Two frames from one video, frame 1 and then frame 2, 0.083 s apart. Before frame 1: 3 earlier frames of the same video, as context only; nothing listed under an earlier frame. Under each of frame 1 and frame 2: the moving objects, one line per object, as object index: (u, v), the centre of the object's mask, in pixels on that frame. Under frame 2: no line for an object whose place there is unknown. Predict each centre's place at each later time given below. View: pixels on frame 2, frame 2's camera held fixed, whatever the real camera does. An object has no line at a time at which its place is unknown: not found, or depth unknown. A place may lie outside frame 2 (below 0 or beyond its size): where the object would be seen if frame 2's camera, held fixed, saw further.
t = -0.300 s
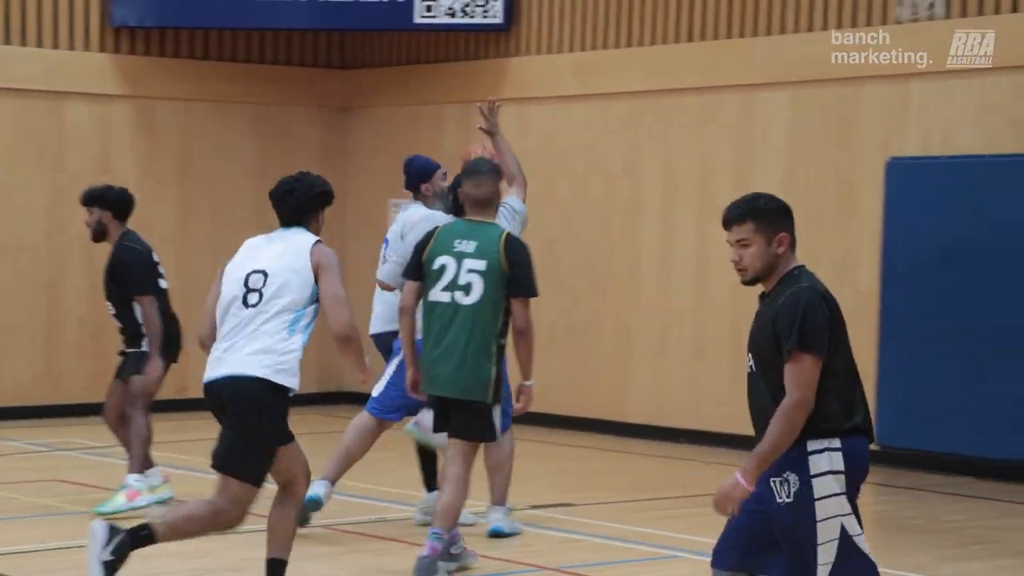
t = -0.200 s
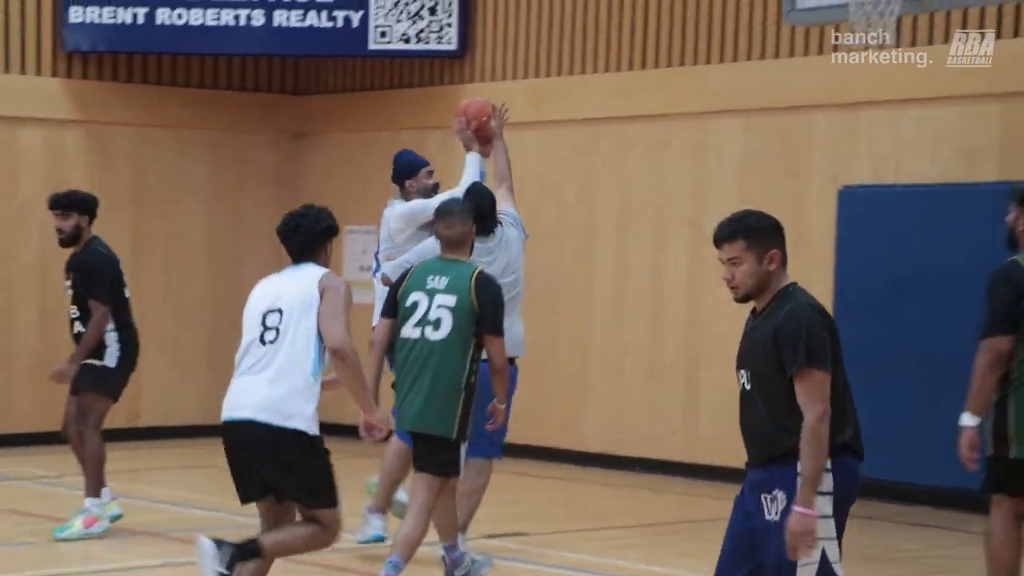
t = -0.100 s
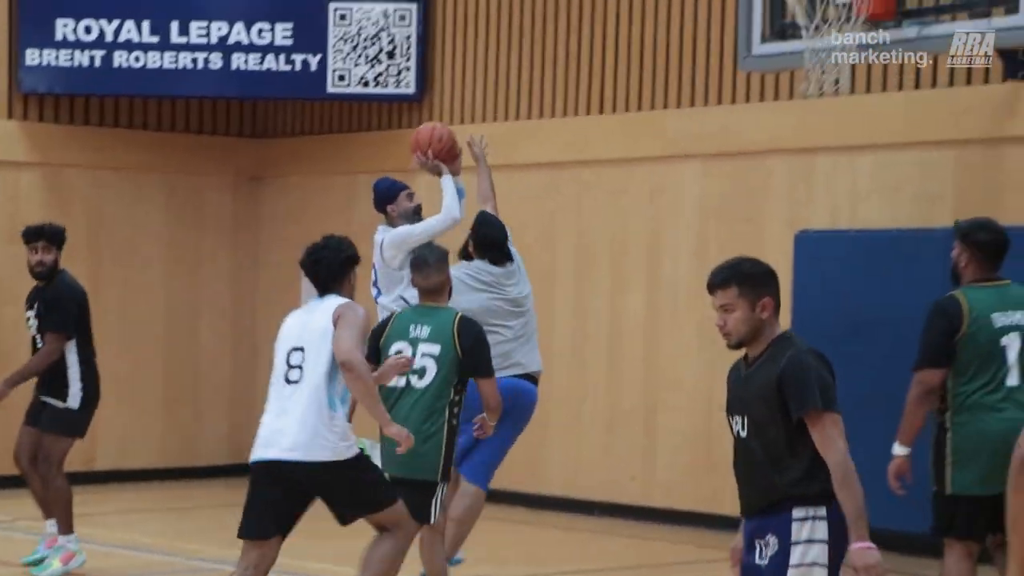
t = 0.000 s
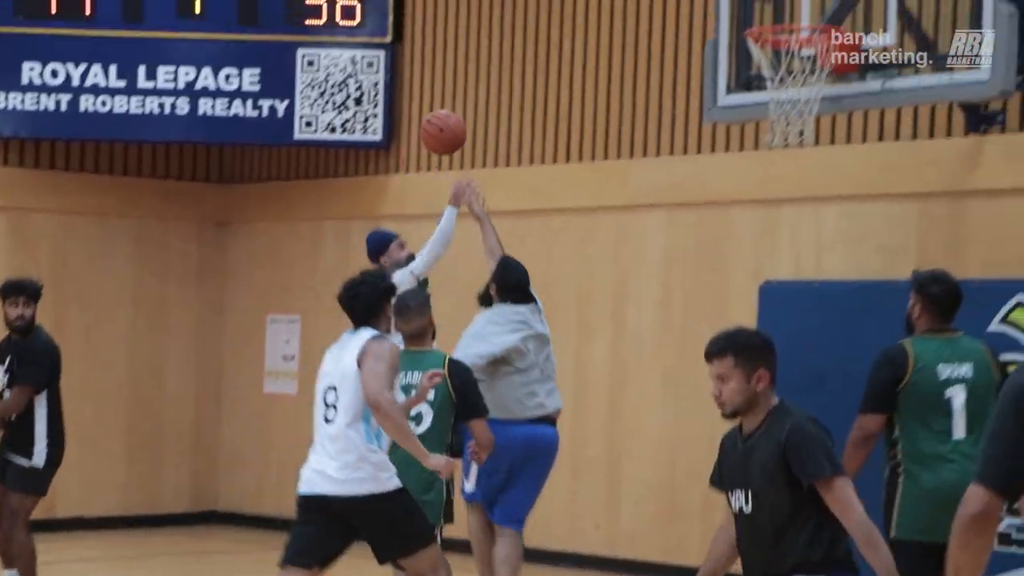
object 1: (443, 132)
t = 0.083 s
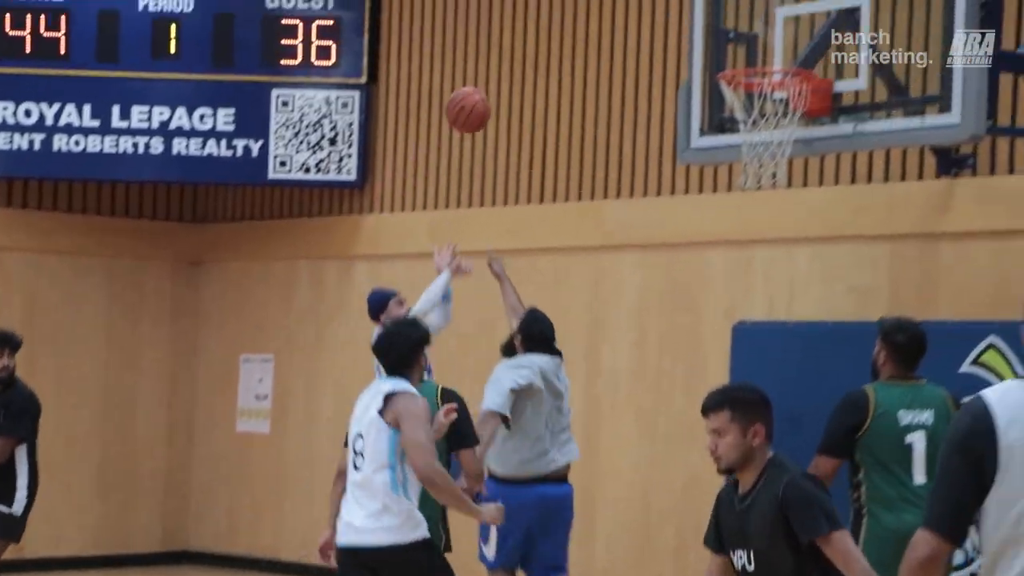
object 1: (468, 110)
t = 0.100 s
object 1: (478, 99)
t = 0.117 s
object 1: (489, 88)
